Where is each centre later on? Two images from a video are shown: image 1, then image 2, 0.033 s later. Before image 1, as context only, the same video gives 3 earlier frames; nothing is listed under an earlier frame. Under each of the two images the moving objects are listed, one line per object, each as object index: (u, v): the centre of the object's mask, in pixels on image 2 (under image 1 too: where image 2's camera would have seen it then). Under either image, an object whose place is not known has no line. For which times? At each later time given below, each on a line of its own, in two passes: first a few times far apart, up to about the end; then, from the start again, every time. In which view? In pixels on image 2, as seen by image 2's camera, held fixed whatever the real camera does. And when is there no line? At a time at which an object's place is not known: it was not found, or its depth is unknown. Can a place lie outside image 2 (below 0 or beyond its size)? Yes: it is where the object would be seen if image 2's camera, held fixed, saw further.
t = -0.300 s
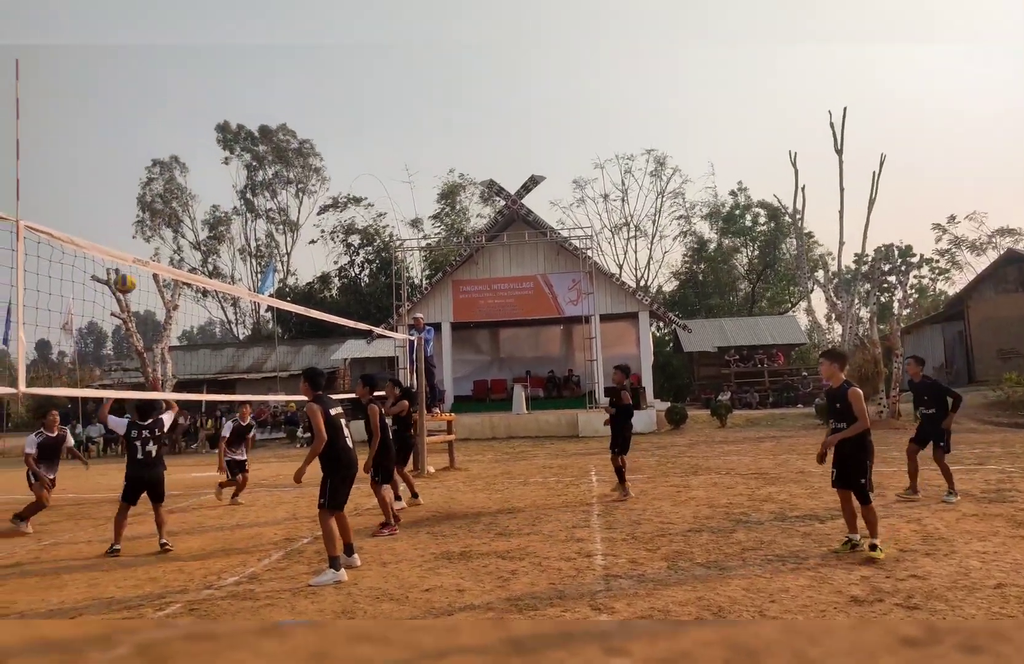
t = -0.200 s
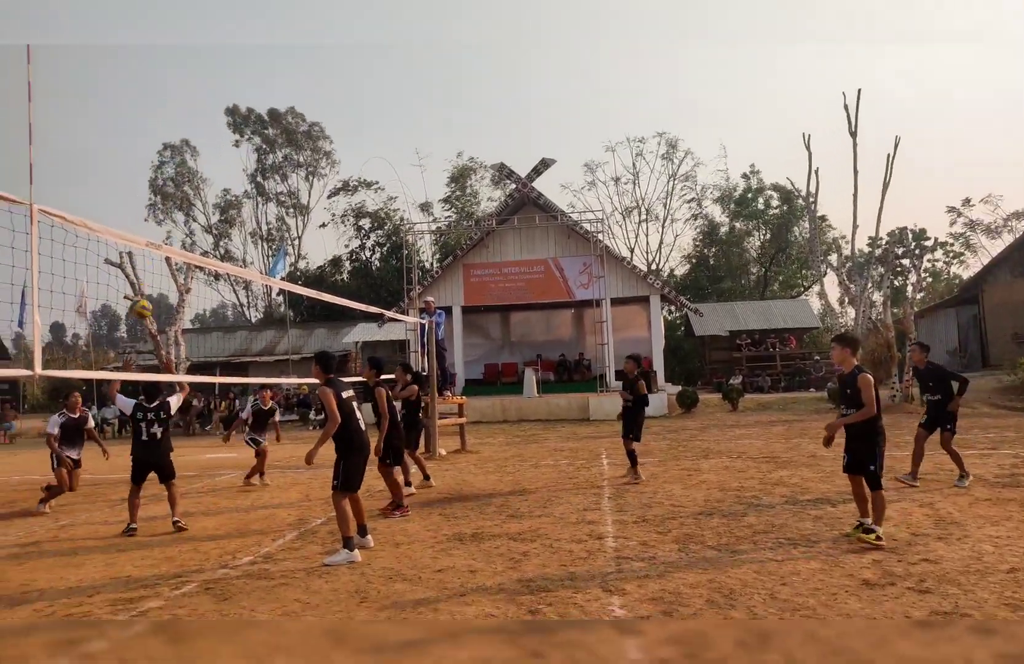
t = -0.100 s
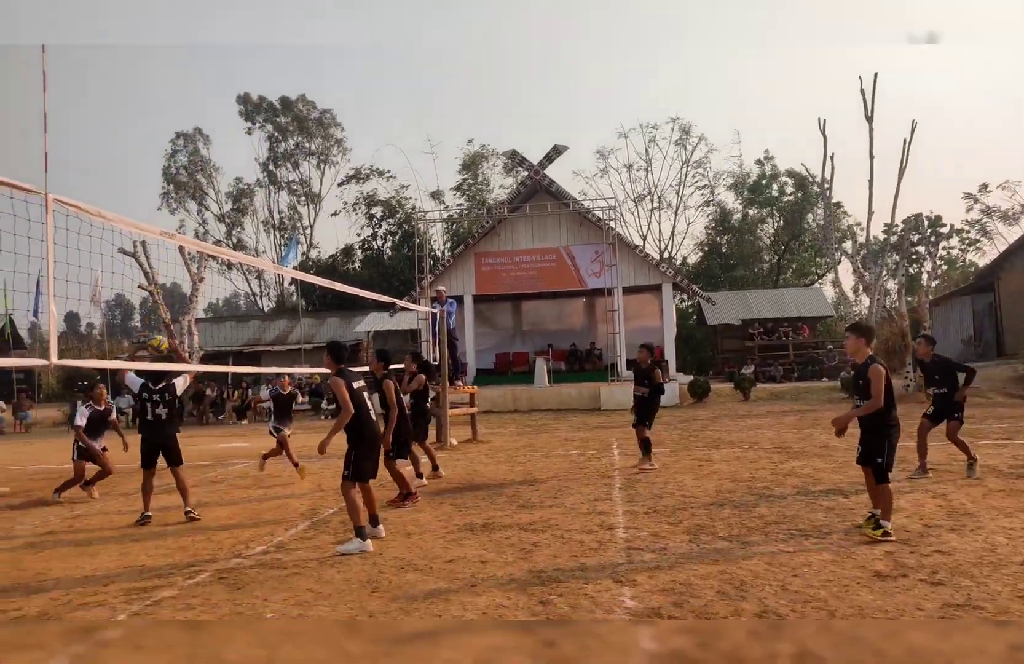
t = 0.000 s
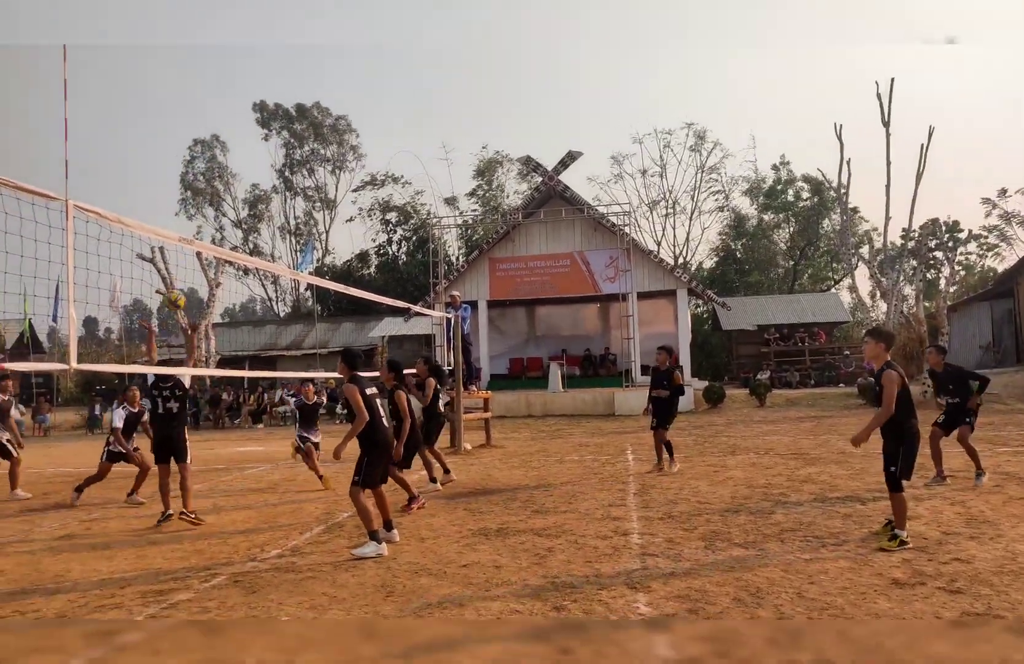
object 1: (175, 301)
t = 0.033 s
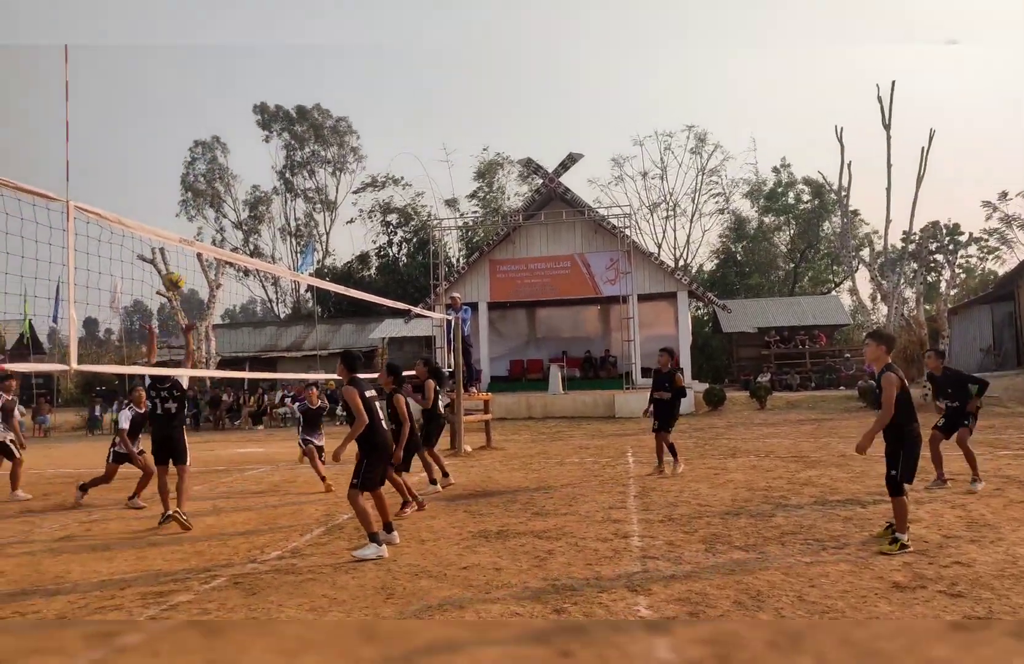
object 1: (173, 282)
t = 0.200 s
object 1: (167, 194)
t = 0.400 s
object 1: (164, 122)
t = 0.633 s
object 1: (155, 87)
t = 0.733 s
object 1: (154, 92)
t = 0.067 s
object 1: (173, 262)
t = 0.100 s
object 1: (171, 248)
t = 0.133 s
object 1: (171, 224)
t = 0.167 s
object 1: (170, 209)
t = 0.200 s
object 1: (167, 194)
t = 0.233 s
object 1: (167, 181)
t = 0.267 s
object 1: (167, 167)
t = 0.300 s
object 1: (166, 153)
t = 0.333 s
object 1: (165, 141)
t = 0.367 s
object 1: (165, 132)
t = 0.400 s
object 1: (164, 122)
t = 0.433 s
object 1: (161, 110)
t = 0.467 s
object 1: (160, 104)
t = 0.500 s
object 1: (159, 100)
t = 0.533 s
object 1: (158, 96)
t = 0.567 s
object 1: (157, 91)
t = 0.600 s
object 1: (156, 89)
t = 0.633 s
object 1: (155, 87)
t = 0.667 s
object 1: (156, 89)
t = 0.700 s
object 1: (155, 90)
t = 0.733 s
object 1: (154, 92)
